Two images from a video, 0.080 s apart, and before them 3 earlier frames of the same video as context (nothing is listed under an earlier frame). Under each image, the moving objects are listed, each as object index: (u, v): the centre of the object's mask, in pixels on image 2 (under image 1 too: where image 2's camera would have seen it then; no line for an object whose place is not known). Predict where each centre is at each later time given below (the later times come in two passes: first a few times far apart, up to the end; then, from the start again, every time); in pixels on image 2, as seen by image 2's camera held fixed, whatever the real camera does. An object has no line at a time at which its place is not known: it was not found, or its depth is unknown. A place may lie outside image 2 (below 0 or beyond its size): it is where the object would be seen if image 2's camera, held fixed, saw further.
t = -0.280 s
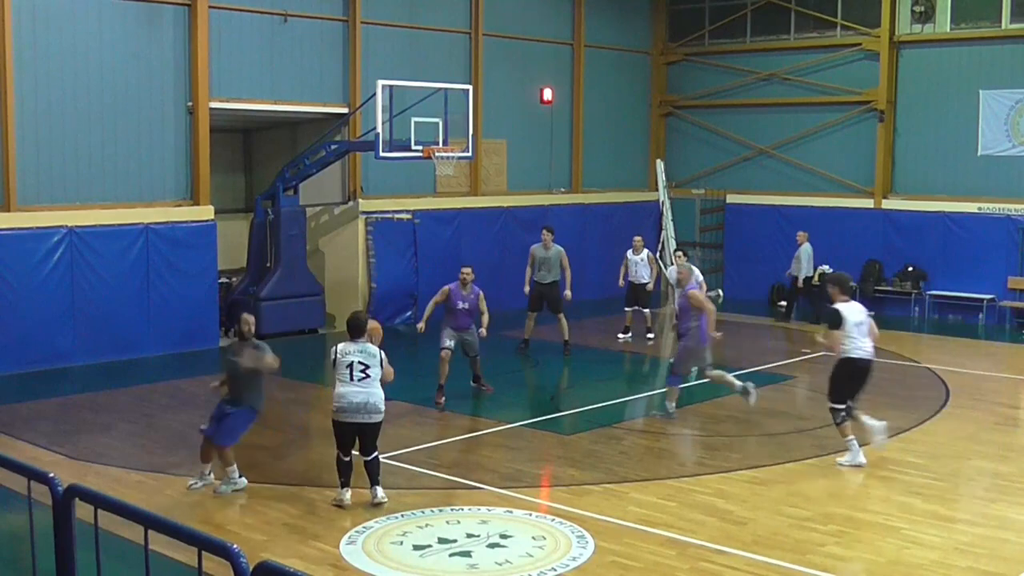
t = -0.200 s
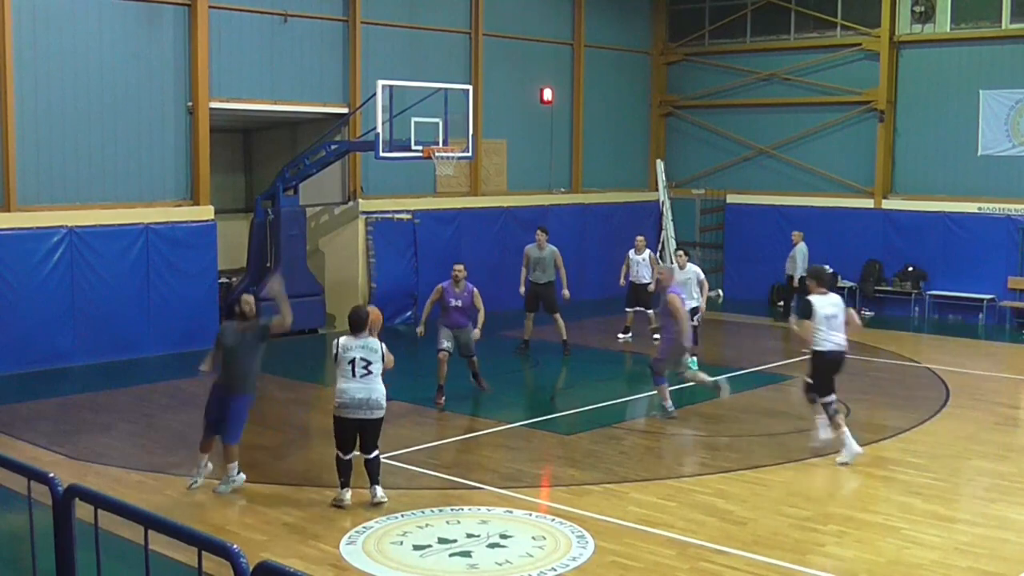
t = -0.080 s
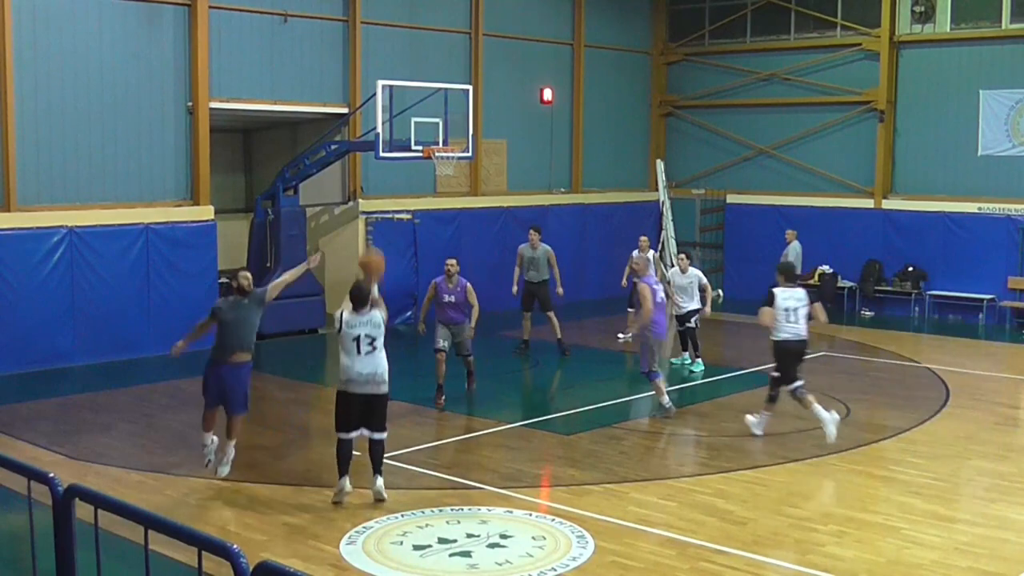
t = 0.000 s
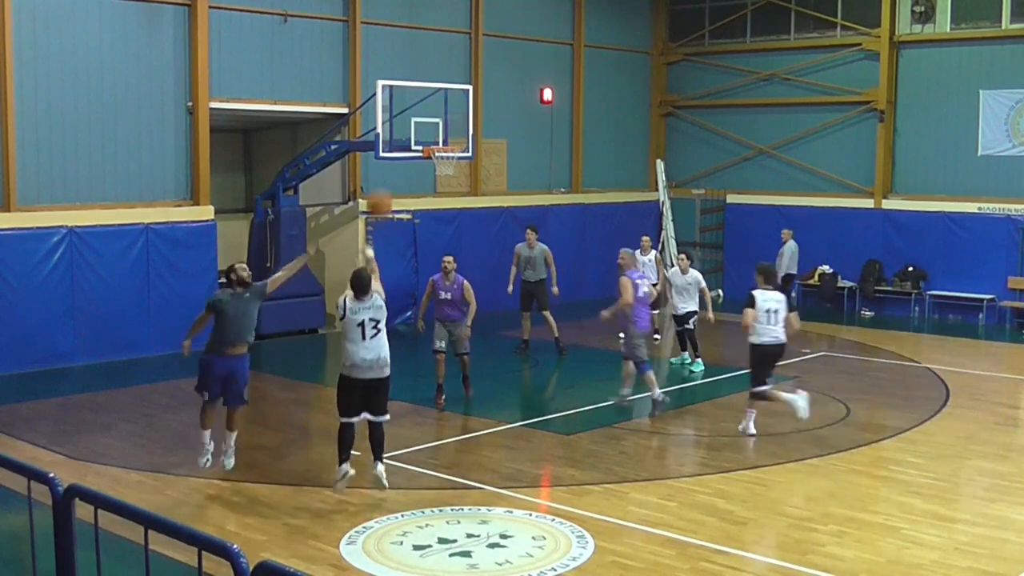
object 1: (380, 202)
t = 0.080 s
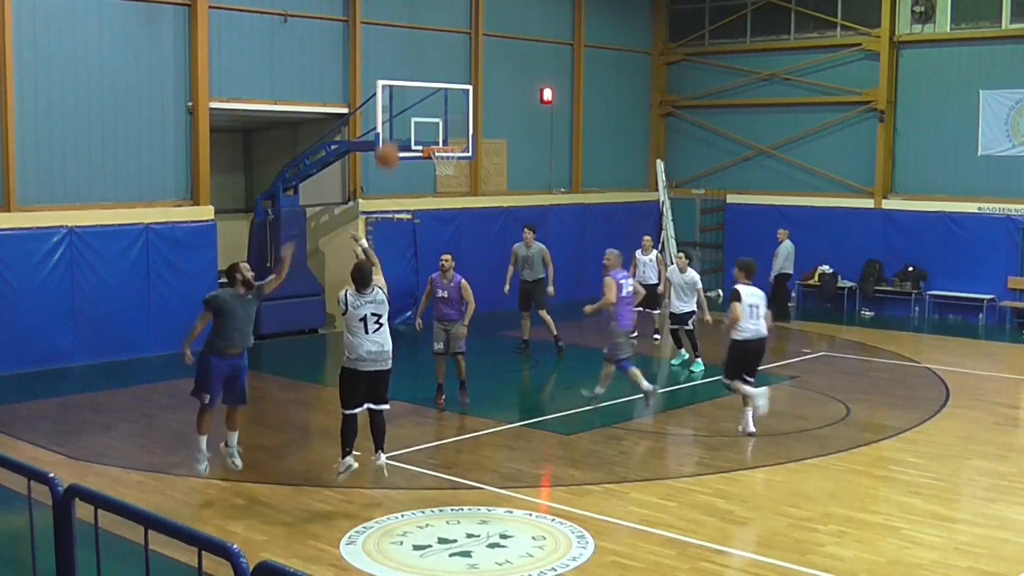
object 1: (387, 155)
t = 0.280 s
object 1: (405, 70)
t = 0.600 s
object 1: (425, 26)
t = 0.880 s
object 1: (440, 57)
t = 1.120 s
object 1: (451, 123)
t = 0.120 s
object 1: (392, 136)
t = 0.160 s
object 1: (394, 115)
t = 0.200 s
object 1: (399, 99)
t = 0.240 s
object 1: (401, 83)
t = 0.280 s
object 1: (405, 70)
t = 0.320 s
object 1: (407, 59)
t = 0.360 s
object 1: (410, 50)
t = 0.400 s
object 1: (413, 43)
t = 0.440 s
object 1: (416, 36)
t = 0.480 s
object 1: (418, 31)
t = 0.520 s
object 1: (420, 29)
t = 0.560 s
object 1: (423, 27)
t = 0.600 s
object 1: (425, 26)
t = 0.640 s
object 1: (427, 27)
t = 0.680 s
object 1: (430, 30)
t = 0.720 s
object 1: (432, 33)
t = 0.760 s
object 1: (434, 38)
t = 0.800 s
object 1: (437, 43)
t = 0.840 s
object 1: (438, 50)
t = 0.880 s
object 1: (440, 57)
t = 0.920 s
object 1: (442, 66)
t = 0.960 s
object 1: (444, 75)
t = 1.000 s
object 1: (445, 86)
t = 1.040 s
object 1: (447, 98)
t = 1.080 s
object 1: (449, 110)
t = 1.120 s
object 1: (451, 123)
